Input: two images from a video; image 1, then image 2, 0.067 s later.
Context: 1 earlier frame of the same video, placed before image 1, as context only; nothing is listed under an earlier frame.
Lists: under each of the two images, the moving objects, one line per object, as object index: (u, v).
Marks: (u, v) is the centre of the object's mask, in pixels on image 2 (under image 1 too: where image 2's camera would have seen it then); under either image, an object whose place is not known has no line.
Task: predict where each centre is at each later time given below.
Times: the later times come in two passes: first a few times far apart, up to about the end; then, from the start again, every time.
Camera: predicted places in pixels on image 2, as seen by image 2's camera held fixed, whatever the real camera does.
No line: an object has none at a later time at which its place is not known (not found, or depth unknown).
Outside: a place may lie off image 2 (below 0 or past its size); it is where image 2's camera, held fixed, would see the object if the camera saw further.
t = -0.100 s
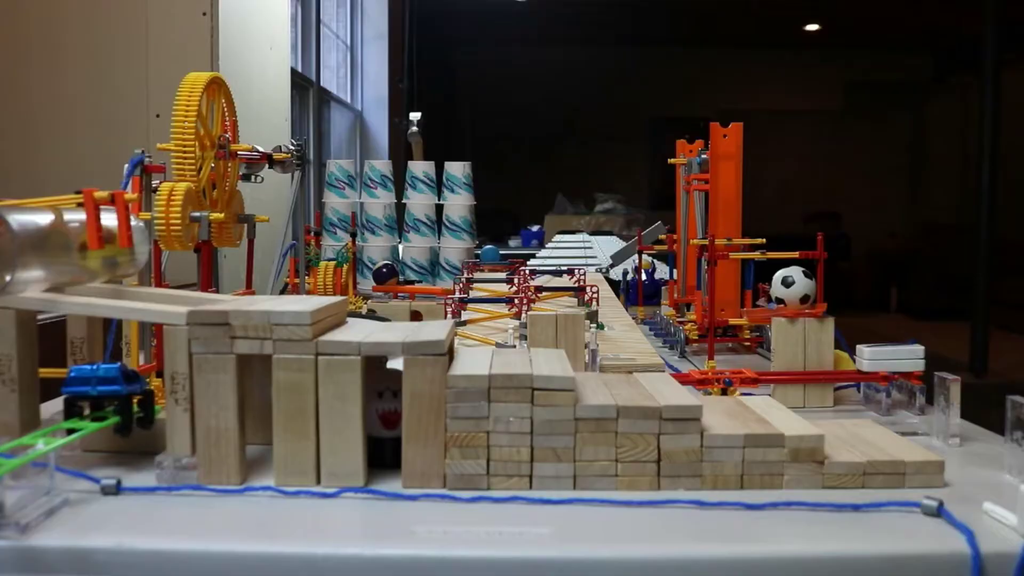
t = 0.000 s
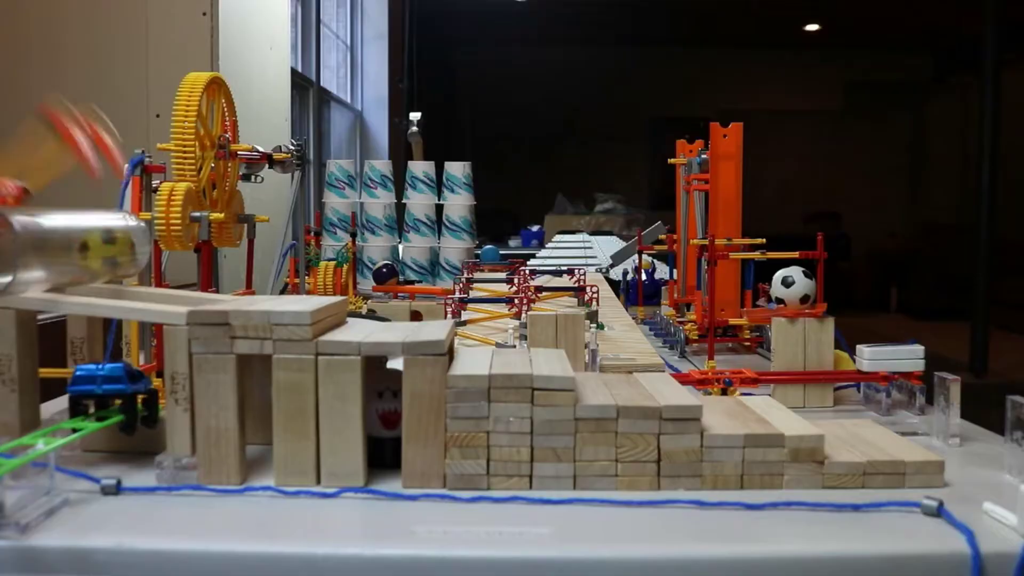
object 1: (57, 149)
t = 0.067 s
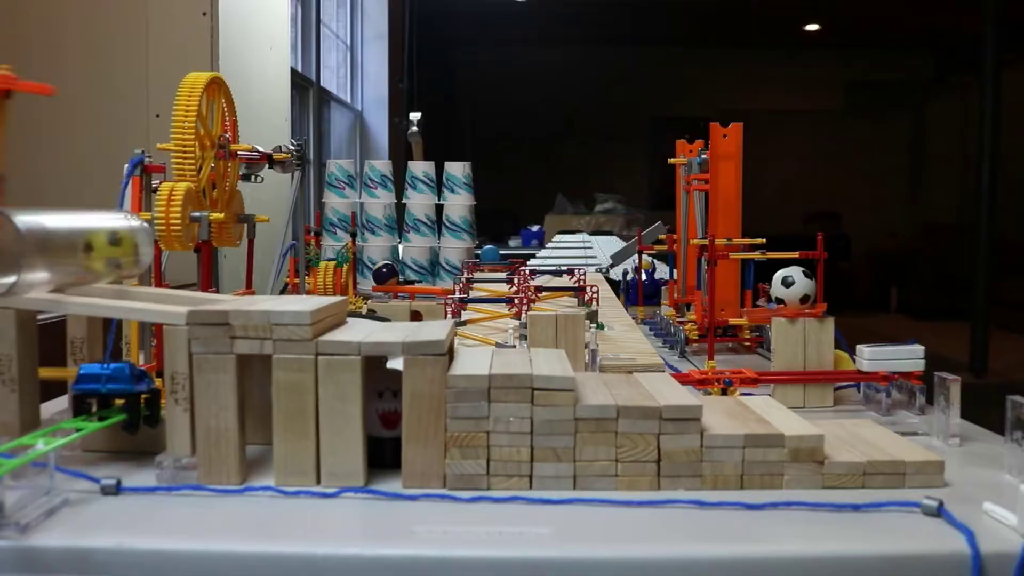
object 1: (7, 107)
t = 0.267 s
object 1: (68, 172)
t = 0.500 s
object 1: (38, 133)
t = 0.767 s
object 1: (35, 136)
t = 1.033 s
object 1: (27, 130)
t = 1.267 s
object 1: (29, 131)
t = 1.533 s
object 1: (29, 131)
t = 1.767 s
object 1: (29, 131)
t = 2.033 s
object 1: (29, 131)
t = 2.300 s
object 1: (29, 131)
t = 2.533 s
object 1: (29, 131)
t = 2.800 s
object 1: (29, 131)
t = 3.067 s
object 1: (29, 131)
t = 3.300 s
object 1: (29, 131)
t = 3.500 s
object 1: (29, 131)
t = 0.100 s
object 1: (26, 123)
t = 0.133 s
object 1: (44, 127)
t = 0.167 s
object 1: (53, 147)
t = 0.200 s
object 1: (67, 163)
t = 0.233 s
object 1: (62, 169)
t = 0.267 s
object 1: (68, 172)
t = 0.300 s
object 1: (65, 173)
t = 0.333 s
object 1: (65, 176)
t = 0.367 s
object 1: (66, 178)
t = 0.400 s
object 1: (61, 168)
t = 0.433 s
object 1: (56, 157)
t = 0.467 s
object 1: (48, 144)
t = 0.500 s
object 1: (38, 133)
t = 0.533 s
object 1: (27, 126)
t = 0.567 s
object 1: (20, 132)
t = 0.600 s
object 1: (19, 132)
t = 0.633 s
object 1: (22, 134)
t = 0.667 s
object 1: (25, 129)
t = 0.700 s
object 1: (29, 130)
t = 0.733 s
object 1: (33, 133)
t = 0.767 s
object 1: (35, 136)
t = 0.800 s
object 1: (37, 137)
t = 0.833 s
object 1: (37, 137)
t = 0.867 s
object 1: (37, 137)
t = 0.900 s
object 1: (35, 135)
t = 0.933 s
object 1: (33, 134)
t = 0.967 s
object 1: (30, 131)
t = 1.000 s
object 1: (29, 131)
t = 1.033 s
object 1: (27, 130)
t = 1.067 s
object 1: (27, 130)
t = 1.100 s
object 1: (27, 130)
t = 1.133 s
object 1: (27, 130)
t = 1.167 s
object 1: (28, 130)
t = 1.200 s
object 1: (28, 130)
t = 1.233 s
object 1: (29, 131)
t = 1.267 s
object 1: (29, 131)
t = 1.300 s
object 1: (30, 132)
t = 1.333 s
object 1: (30, 132)
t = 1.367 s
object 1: (30, 132)
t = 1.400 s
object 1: (30, 131)
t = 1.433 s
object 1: (29, 131)
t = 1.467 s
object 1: (29, 131)
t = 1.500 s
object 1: (29, 131)
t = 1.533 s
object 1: (29, 131)
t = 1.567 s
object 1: (29, 131)
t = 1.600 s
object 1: (29, 131)
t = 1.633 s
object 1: (29, 131)
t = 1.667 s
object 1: (29, 131)
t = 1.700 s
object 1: (29, 131)
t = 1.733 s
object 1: (29, 131)
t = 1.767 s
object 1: (29, 131)
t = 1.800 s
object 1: (29, 131)
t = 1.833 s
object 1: (29, 131)
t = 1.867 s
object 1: (29, 131)
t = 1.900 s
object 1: (29, 131)
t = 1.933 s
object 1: (29, 131)
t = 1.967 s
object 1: (29, 131)
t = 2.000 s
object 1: (29, 131)
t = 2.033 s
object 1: (29, 131)
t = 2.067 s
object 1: (29, 131)
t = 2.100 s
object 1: (29, 131)
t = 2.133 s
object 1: (29, 131)
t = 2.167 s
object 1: (29, 131)
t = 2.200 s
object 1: (29, 131)
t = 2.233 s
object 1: (29, 131)
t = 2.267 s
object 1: (29, 131)
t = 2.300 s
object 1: (29, 131)
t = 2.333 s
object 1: (29, 131)
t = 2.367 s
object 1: (29, 131)
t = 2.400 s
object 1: (29, 131)
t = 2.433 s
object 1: (29, 131)
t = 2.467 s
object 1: (29, 131)
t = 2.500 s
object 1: (29, 131)
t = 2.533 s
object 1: (29, 131)
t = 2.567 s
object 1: (29, 131)
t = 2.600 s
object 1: (29, 131)
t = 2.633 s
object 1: (29, 131)
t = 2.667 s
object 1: (29, 131)
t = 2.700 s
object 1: (29, 131)
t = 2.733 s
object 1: (29, 131)
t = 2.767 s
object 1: (29, 131)
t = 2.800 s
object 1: (29, 131)
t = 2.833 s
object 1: (29, 131)
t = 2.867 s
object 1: (29, 131)
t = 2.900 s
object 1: (29, 131)
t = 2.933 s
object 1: (29, 131)
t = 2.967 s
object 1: (29, 131)
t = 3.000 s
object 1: (29, 131)
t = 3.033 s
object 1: (29, 131)
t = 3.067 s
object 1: (29, 131)
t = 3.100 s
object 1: (29, 131)
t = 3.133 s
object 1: (29, 131)
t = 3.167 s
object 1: (29, 131)
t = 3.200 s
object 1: (29, 131)
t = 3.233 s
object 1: (29, 131)
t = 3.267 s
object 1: (29, 131)
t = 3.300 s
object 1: (29, 131)
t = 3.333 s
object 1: (29, 131)
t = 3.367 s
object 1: (29, 131)
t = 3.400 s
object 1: (29, 131)
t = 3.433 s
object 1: (29, 131)
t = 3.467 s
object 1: (29, 131)
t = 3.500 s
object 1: (29, 131)
